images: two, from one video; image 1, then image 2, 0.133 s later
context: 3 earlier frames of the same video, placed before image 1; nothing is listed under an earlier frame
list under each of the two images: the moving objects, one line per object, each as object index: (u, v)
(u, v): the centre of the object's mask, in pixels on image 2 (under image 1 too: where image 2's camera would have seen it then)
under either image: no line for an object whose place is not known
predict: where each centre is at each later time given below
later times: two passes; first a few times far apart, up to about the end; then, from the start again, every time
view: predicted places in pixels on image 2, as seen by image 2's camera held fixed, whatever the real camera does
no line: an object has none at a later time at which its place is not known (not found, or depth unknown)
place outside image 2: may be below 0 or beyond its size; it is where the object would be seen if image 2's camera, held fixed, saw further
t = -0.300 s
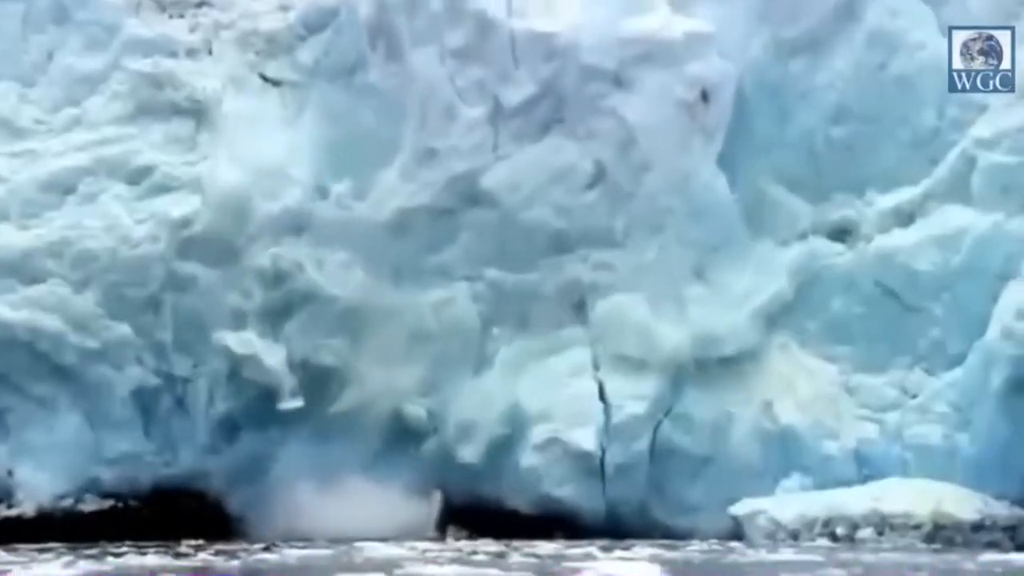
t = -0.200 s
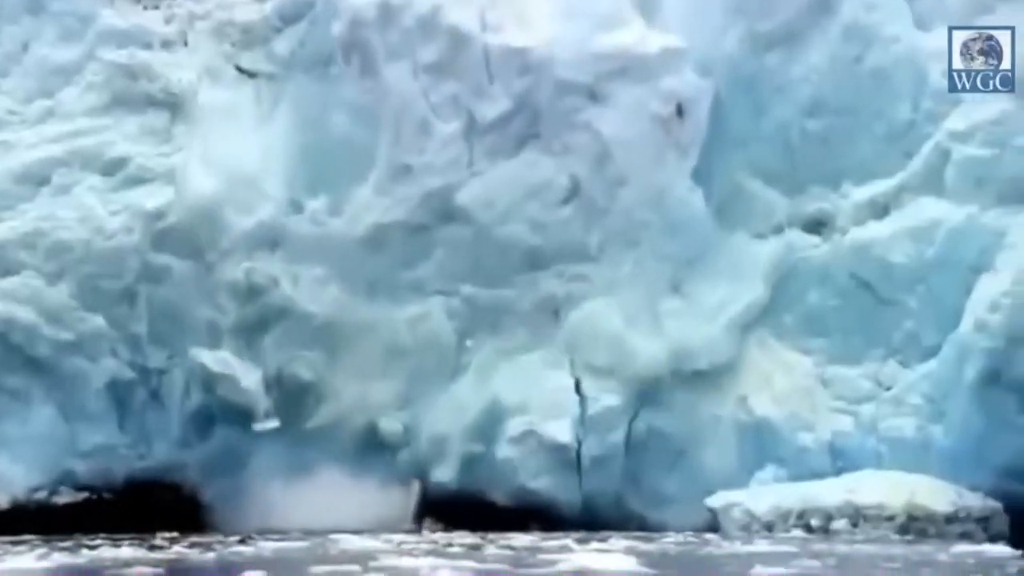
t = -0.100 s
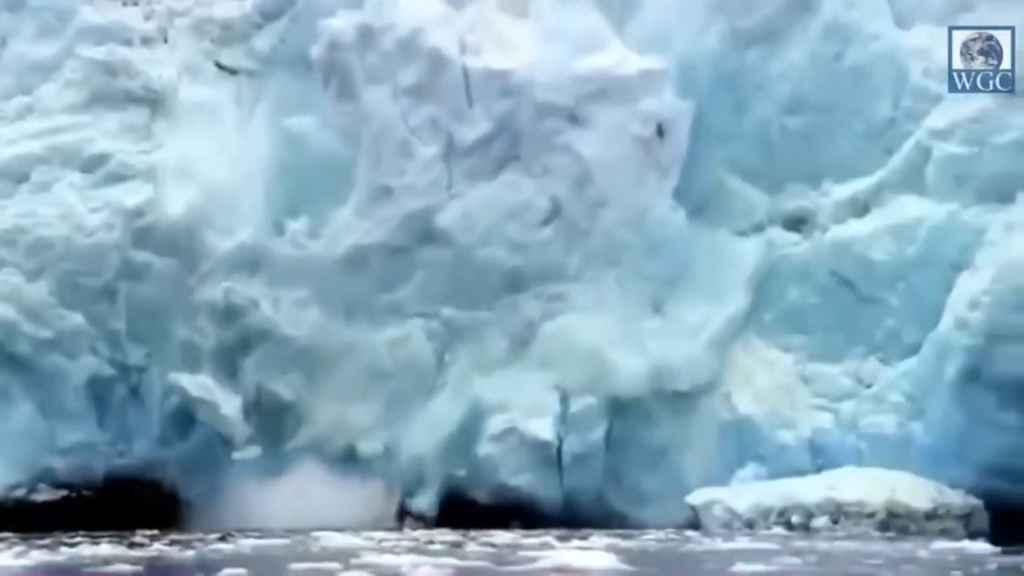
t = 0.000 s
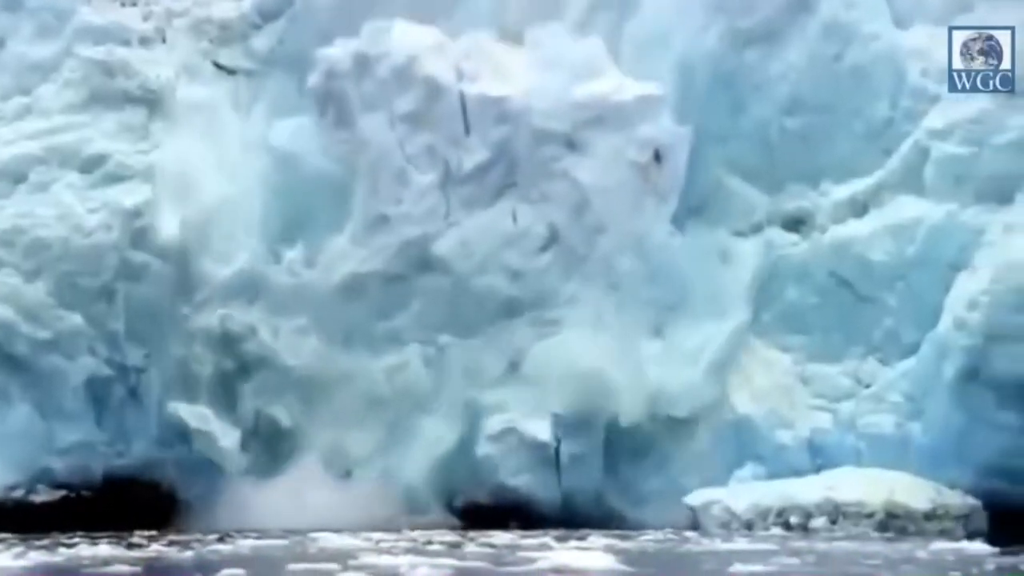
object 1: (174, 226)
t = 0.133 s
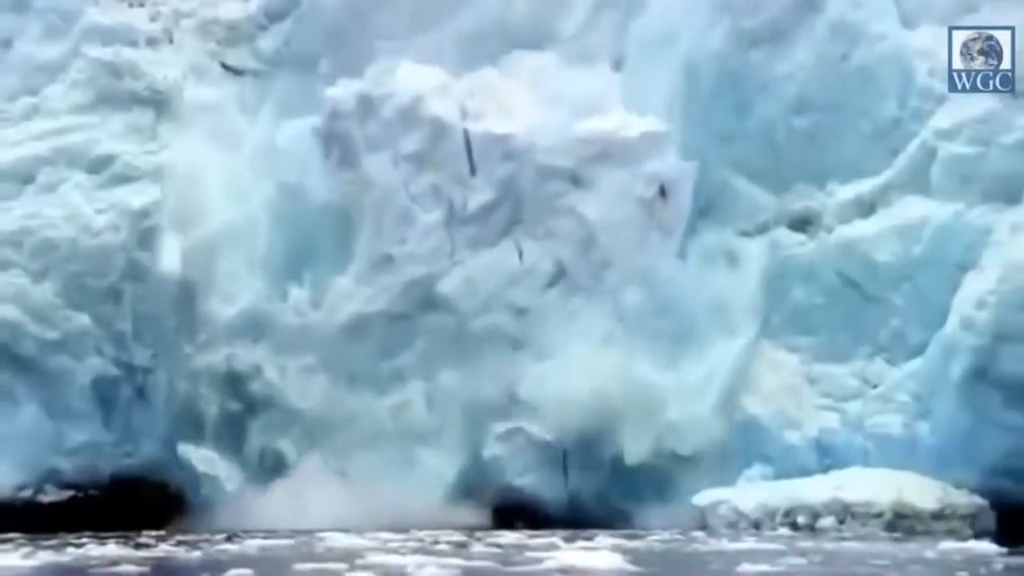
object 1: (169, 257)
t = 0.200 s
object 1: (166, 273)
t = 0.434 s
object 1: (156, 338)
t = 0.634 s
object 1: (145, 408)
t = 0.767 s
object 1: (142, 436)
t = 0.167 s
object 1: (167, 263)
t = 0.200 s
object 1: (166, 273)
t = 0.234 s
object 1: (165, 282)
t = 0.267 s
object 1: (163, 290)
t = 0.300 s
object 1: (160, 296)
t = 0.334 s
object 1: (160, 304)
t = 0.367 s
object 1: (158, 314)
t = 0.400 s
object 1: (156, 327)
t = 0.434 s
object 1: (156, 338)
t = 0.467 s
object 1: (154, 349)
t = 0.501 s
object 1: (153, 359)
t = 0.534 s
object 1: (151, 372)
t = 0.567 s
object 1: (148, 383)
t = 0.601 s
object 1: (146, 395)
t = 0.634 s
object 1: (145, 408)
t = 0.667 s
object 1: (144, 419)
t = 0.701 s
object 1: (142, 430)
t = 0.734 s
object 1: (142, 433)
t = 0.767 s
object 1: (142, 436)
